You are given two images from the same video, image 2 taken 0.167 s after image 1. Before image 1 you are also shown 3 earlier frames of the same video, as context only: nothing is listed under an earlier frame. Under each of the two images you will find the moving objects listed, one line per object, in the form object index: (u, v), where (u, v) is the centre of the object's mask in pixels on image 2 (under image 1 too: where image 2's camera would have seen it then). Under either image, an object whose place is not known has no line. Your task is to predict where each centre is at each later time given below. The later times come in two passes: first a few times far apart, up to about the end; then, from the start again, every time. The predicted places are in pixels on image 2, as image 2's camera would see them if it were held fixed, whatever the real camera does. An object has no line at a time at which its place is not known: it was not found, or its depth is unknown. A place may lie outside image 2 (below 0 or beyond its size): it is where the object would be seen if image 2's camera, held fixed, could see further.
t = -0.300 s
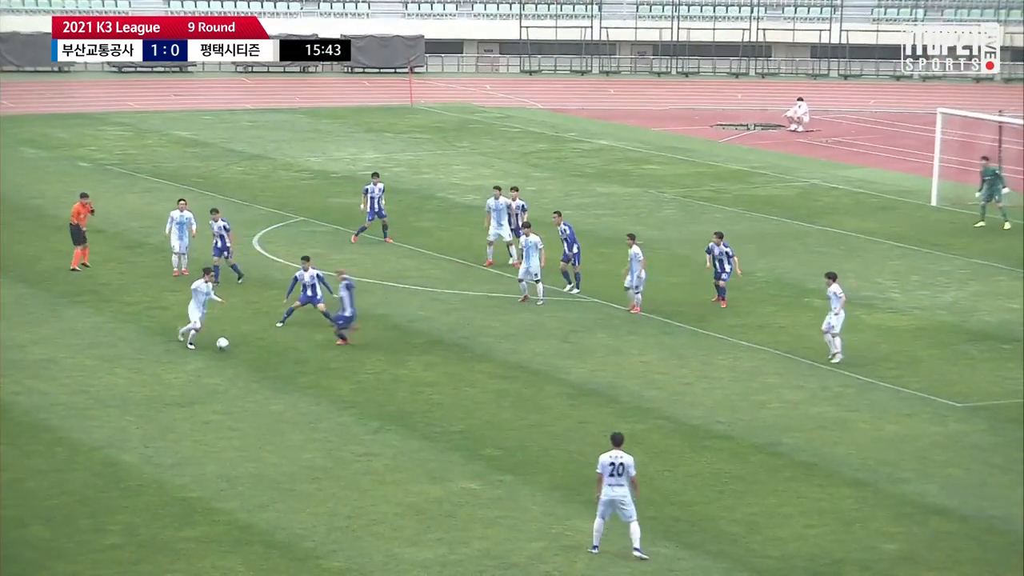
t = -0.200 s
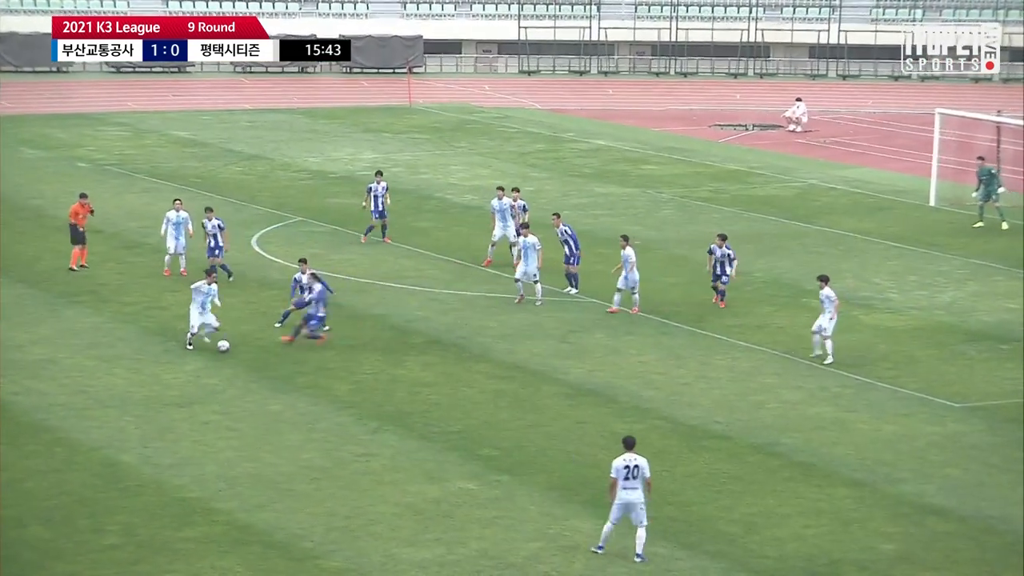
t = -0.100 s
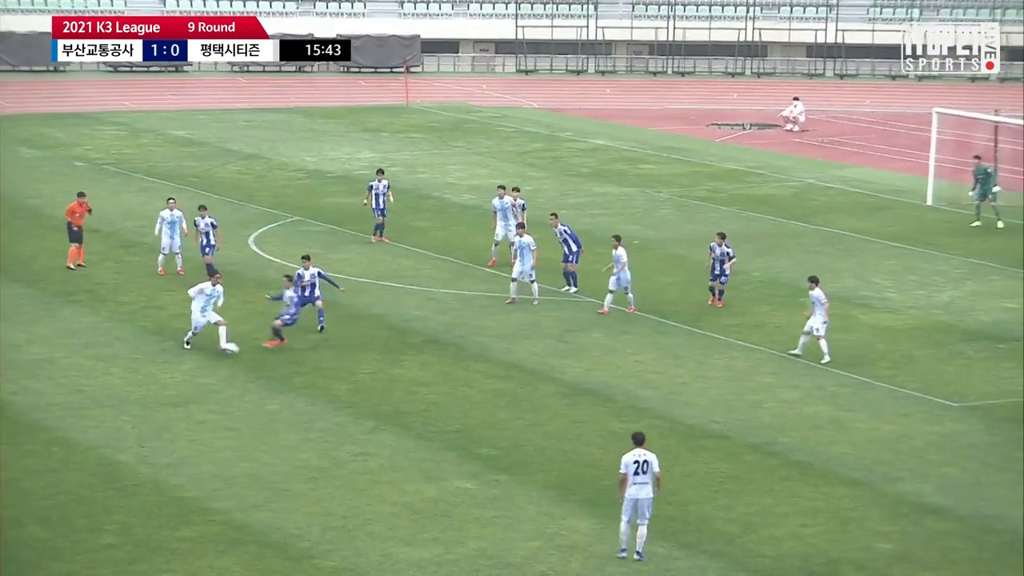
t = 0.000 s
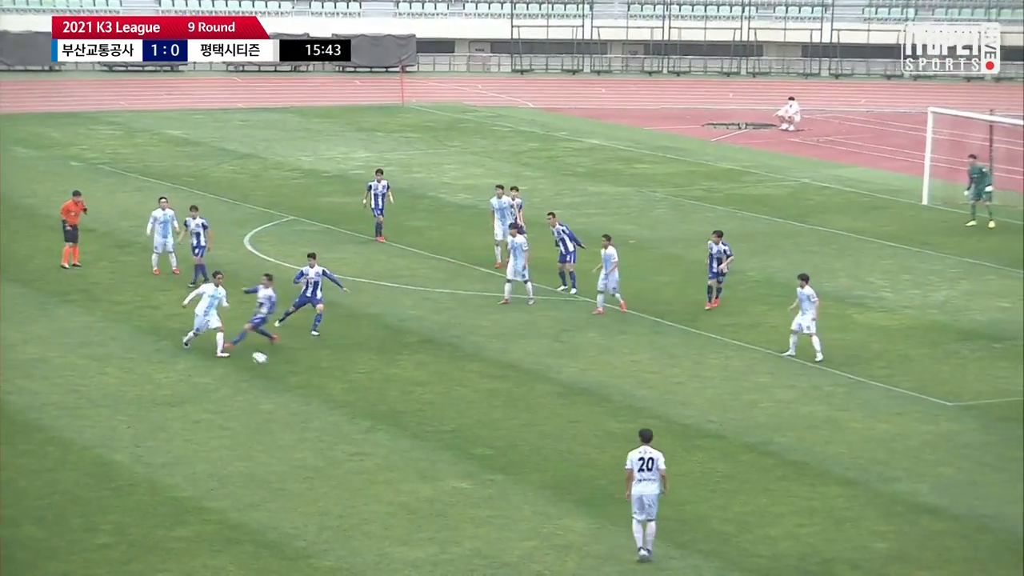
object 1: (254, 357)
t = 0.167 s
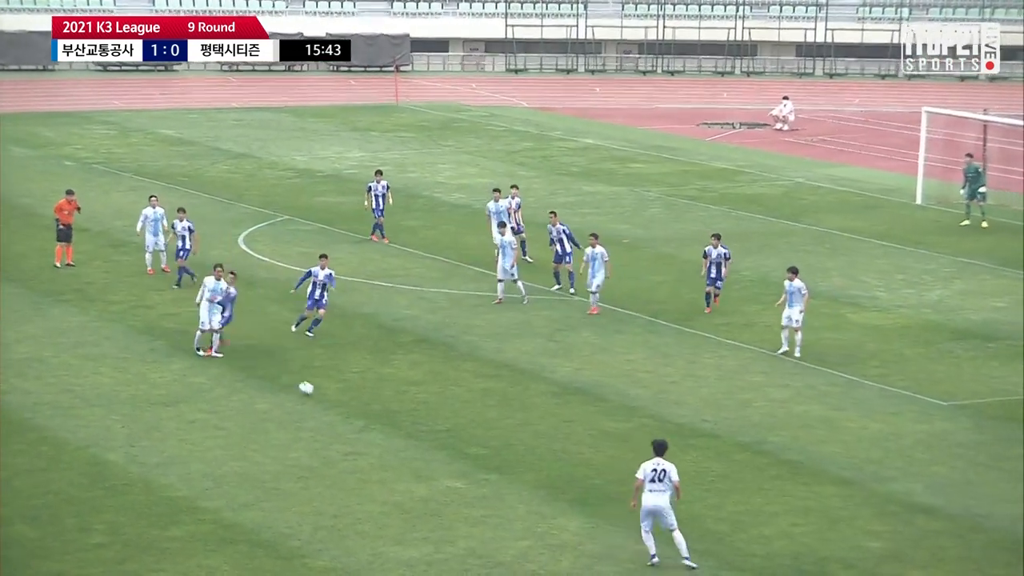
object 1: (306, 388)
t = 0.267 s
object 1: (334, 400)
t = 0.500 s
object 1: (396, 438)
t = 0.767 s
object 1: (459, 476)
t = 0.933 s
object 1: (495, 502)
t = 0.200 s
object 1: (316, 395)
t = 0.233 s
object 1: (325, 397)
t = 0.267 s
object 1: (334, 400)
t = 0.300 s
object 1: (344, 405)
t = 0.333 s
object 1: (353, 408)
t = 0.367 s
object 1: (362, 414)
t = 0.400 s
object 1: (370, 420)
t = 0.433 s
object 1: (380, 427)
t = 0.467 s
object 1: (388, 434)
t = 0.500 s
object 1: (396, 438)
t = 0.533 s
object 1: (404, 442)
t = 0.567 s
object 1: (412, 445)
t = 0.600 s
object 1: (420, 450)
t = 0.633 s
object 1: (429, 456)
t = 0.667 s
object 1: (436, 462)
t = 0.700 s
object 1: (444, 469)
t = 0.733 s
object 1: (452, 474)
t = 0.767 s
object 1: (459, 476)
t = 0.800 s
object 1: (467, 479)
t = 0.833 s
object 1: (473, 483)
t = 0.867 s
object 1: (482, 489)
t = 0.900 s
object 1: (489, 494)
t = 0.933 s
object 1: (495, 502)
